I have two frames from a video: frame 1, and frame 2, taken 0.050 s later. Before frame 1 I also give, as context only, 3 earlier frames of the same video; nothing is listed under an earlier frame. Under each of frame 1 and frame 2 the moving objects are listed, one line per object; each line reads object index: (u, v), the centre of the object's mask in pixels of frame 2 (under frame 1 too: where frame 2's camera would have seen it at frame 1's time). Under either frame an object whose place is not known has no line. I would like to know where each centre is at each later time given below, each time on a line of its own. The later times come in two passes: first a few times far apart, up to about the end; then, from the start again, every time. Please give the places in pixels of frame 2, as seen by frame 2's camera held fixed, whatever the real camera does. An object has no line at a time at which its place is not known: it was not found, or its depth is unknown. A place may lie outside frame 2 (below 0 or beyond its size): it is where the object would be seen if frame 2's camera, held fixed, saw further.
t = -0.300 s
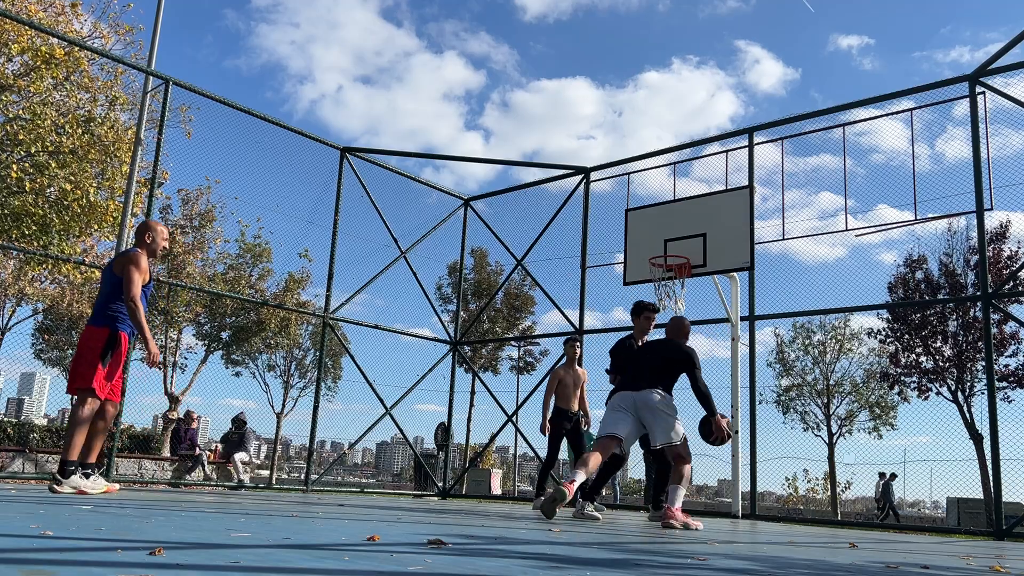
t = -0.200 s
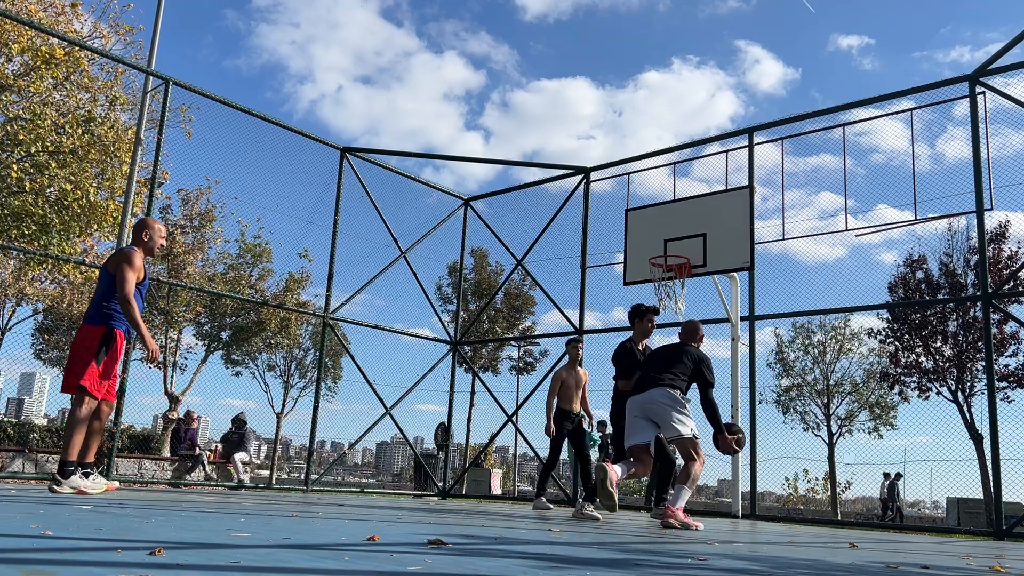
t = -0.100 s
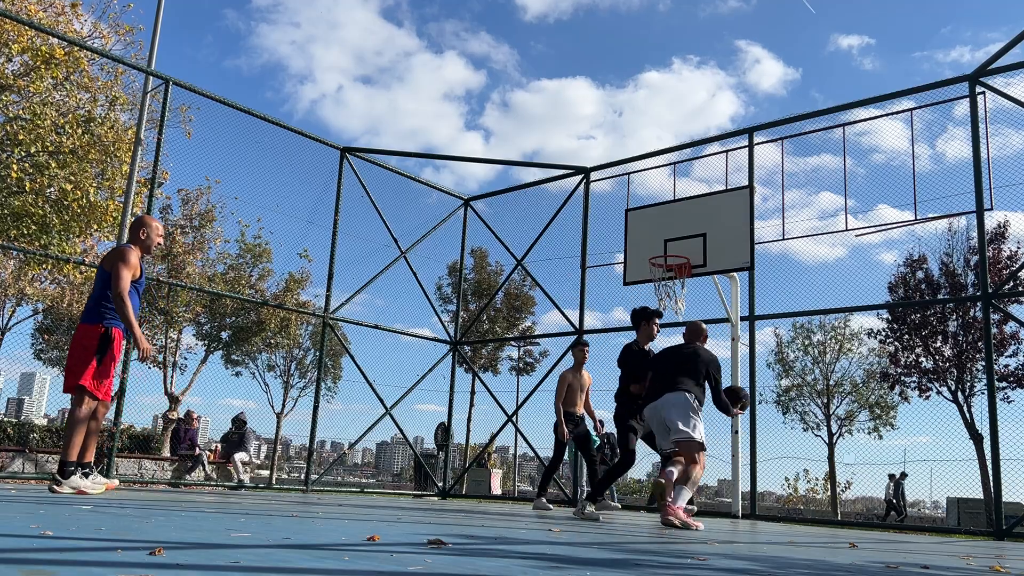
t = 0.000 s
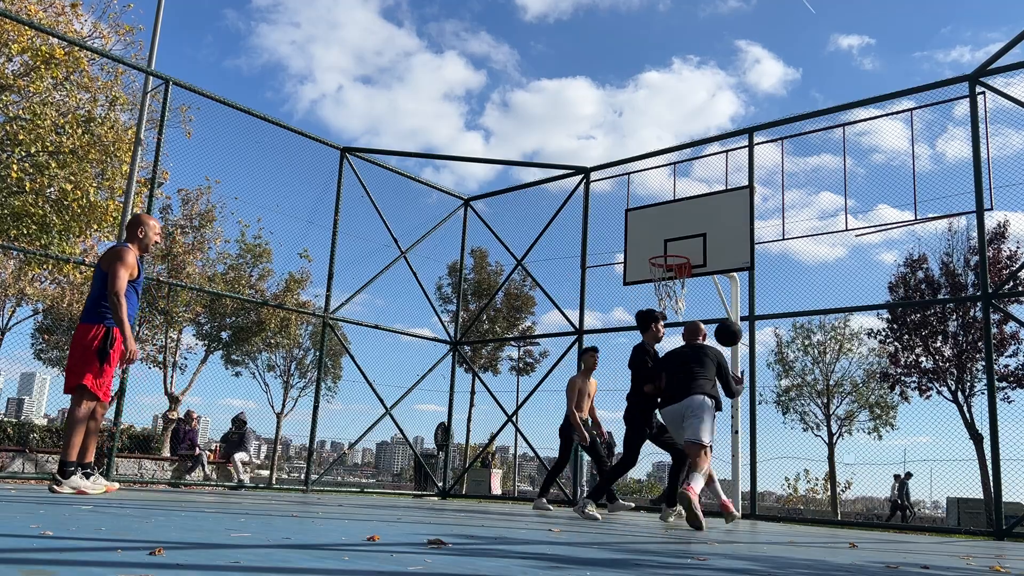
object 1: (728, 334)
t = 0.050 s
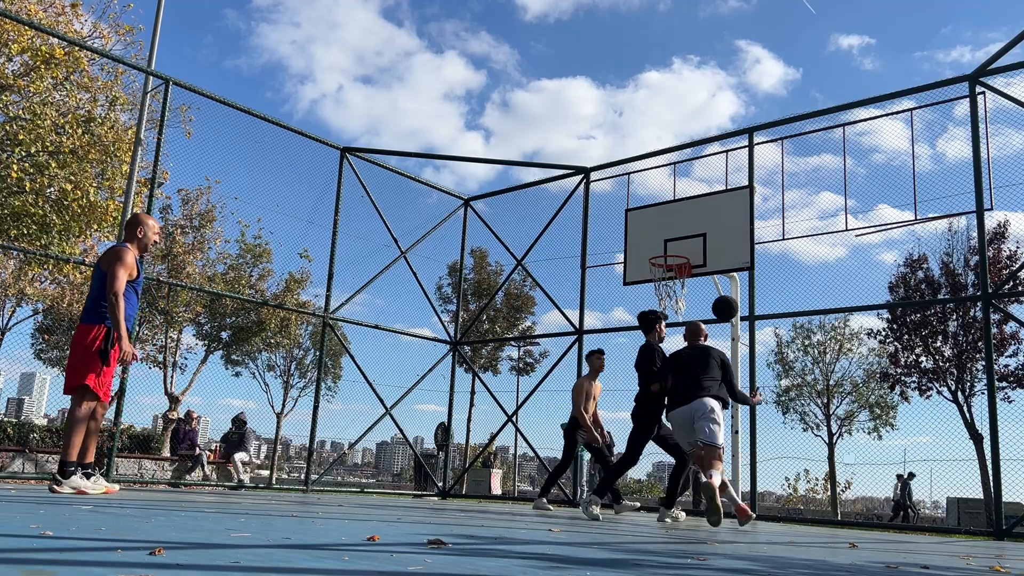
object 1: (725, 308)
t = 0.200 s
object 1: (717, 255)
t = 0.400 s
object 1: (708, 229)
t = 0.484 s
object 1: (706, 229)
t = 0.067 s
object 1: (724, 300)
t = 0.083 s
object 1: (723, 293)
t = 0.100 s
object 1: (722, 286)
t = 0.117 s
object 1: (721, 280)
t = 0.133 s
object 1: (720, 274)
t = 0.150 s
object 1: (719, 269)
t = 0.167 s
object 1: (718, 264)
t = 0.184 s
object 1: (718, 260)
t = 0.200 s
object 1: (717, 255)
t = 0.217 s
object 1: (716, 251)
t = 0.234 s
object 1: (716, 248)
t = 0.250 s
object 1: (715, 244)
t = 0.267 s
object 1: (714, 241)
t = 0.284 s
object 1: (713, 239)
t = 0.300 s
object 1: (713, 237)
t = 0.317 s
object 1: (712, 235)
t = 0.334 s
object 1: (711, 233)
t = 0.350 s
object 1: (710, 231)
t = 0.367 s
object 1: (710, 230)
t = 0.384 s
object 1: (709, 229)
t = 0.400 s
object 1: (708, 229)
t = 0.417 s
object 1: (708, 228)
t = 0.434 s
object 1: (708, 228)
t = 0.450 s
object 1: (707, 228)
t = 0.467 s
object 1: (707, 228)
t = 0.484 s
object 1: (706, 229)
